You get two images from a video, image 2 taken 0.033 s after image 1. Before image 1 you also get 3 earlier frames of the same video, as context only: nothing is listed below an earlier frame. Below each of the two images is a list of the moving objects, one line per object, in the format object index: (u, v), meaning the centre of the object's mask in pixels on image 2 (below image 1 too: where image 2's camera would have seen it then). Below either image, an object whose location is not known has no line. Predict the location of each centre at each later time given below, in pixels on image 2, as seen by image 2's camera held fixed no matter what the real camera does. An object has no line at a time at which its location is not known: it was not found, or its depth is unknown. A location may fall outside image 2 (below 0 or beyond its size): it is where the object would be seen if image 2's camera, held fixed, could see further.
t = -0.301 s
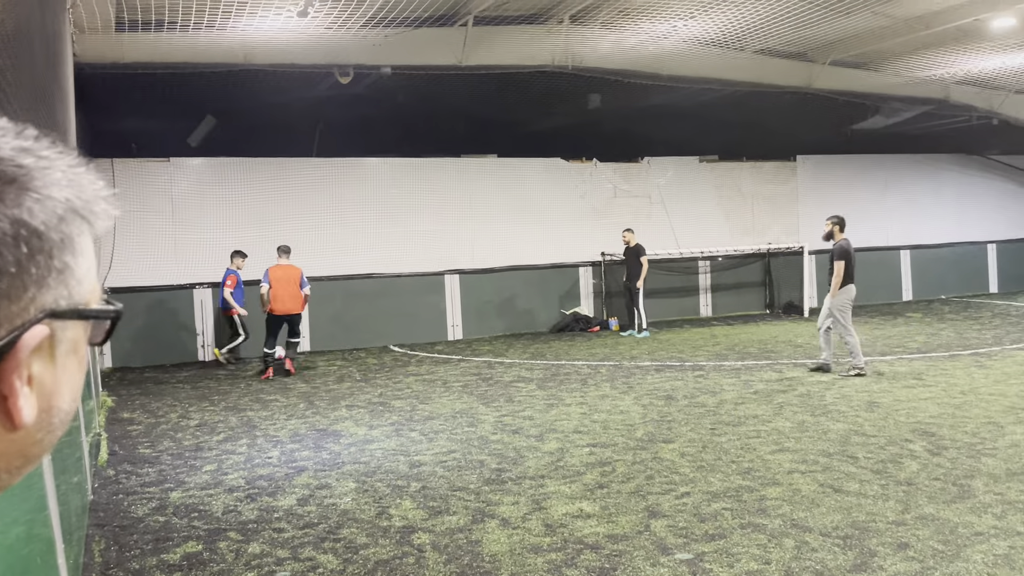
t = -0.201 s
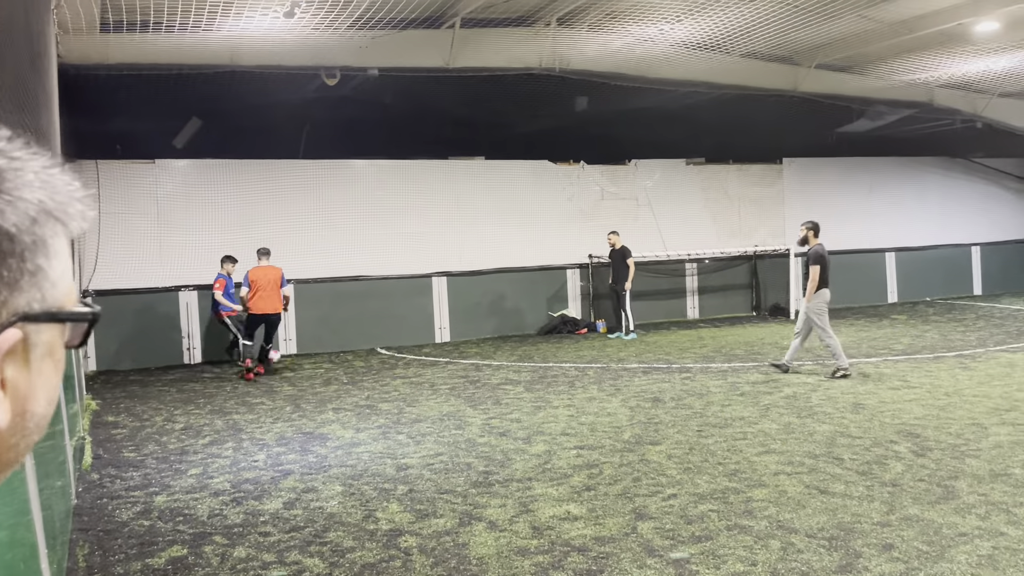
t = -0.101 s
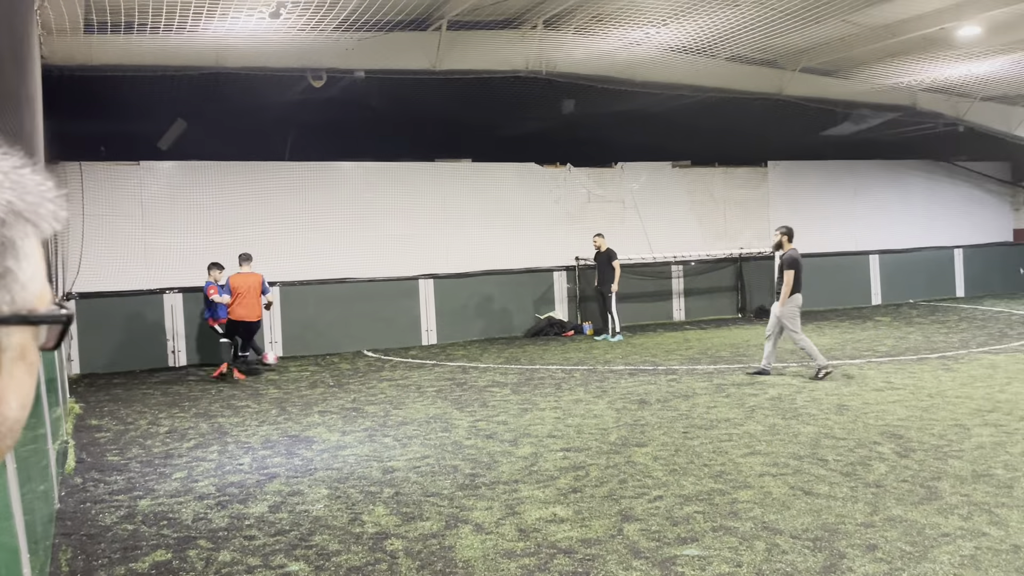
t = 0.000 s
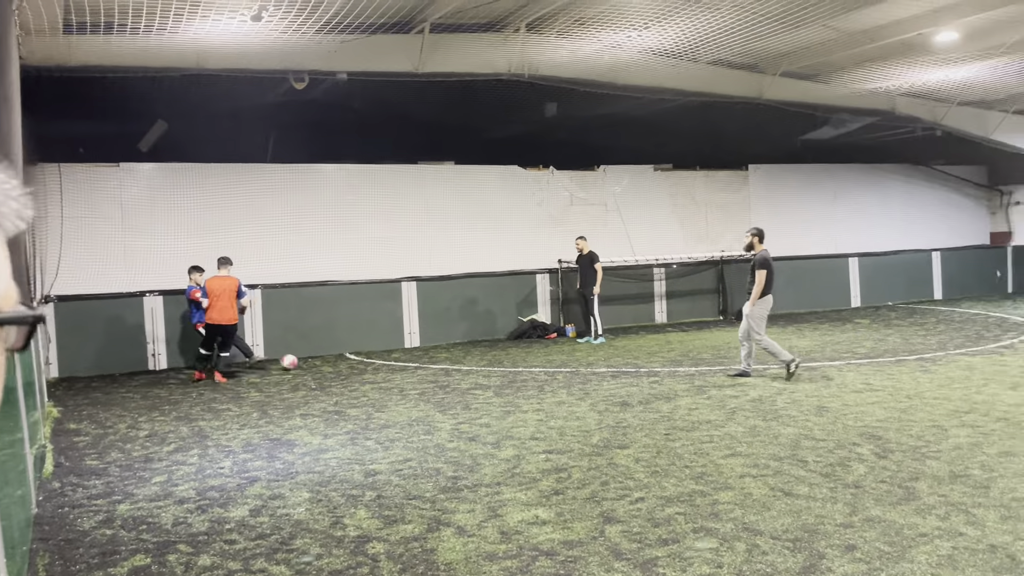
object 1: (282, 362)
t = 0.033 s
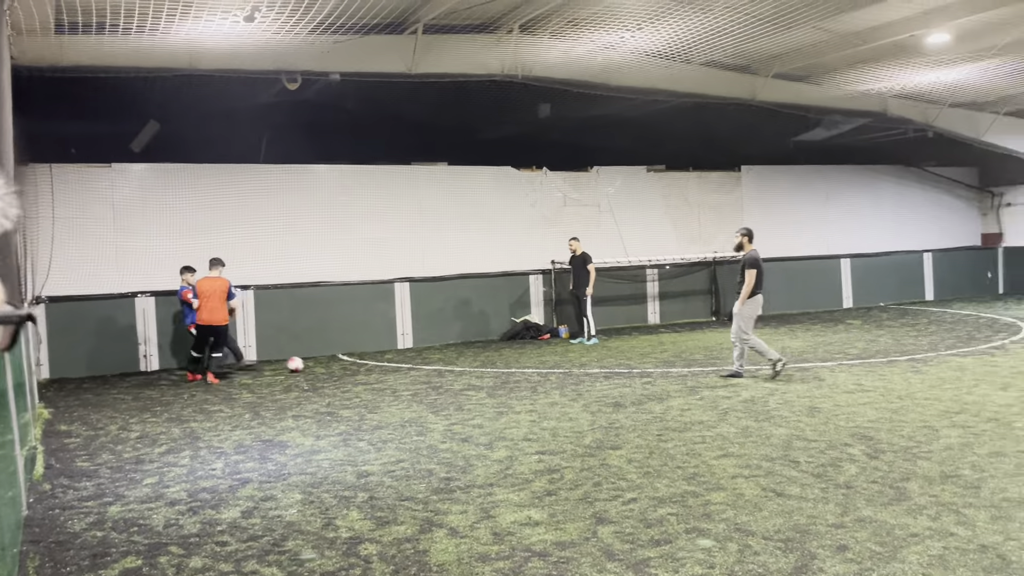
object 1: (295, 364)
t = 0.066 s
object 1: (307, 364)
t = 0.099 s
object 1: (317, 364)
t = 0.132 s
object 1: (328, 365)
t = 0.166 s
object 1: (339, 366)
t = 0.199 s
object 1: (349, 368)
